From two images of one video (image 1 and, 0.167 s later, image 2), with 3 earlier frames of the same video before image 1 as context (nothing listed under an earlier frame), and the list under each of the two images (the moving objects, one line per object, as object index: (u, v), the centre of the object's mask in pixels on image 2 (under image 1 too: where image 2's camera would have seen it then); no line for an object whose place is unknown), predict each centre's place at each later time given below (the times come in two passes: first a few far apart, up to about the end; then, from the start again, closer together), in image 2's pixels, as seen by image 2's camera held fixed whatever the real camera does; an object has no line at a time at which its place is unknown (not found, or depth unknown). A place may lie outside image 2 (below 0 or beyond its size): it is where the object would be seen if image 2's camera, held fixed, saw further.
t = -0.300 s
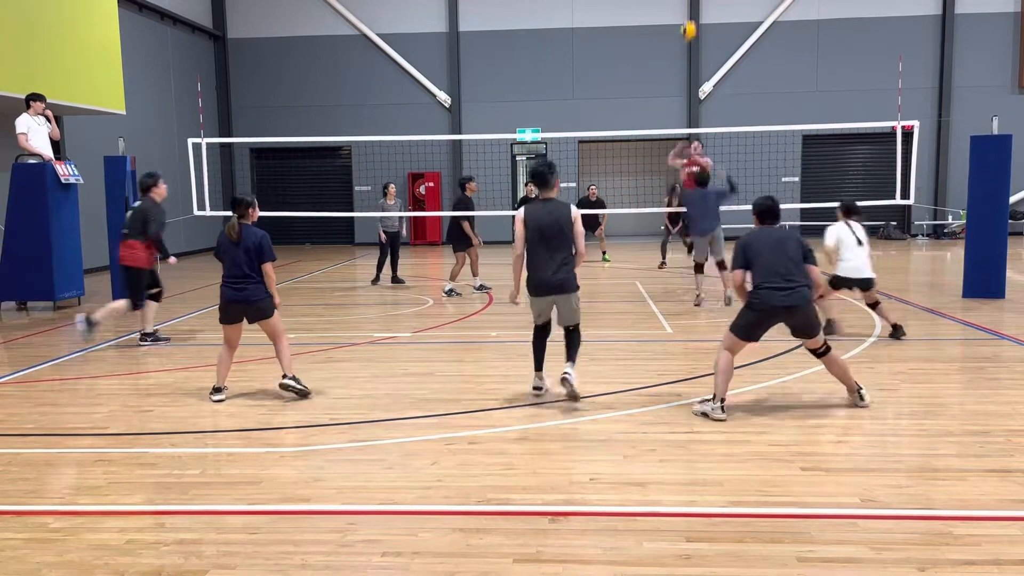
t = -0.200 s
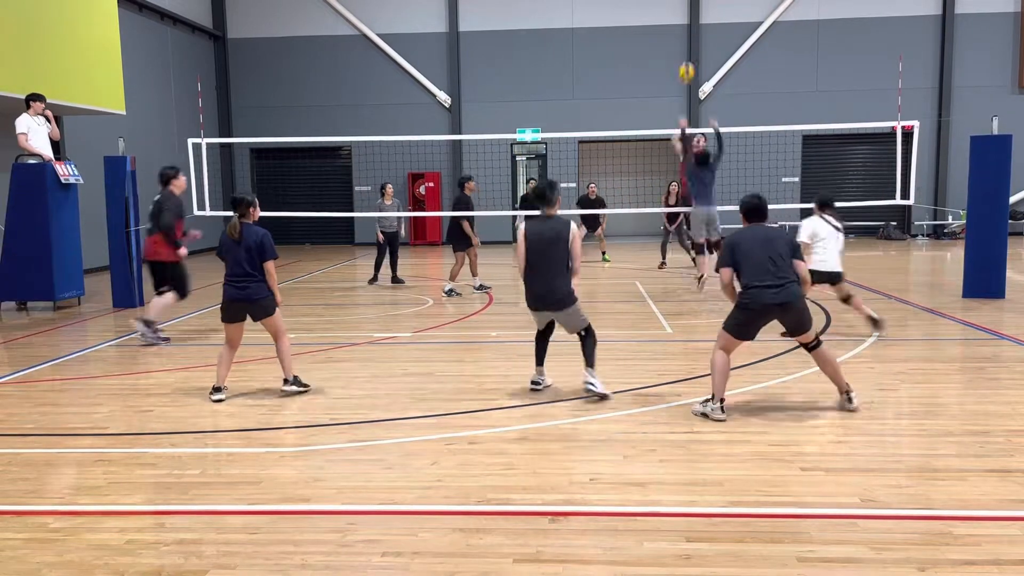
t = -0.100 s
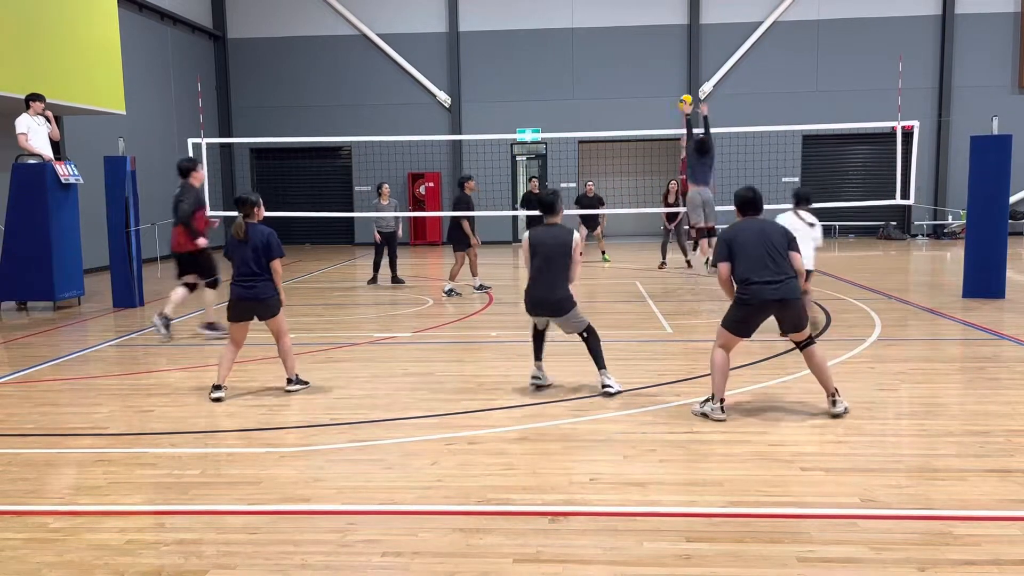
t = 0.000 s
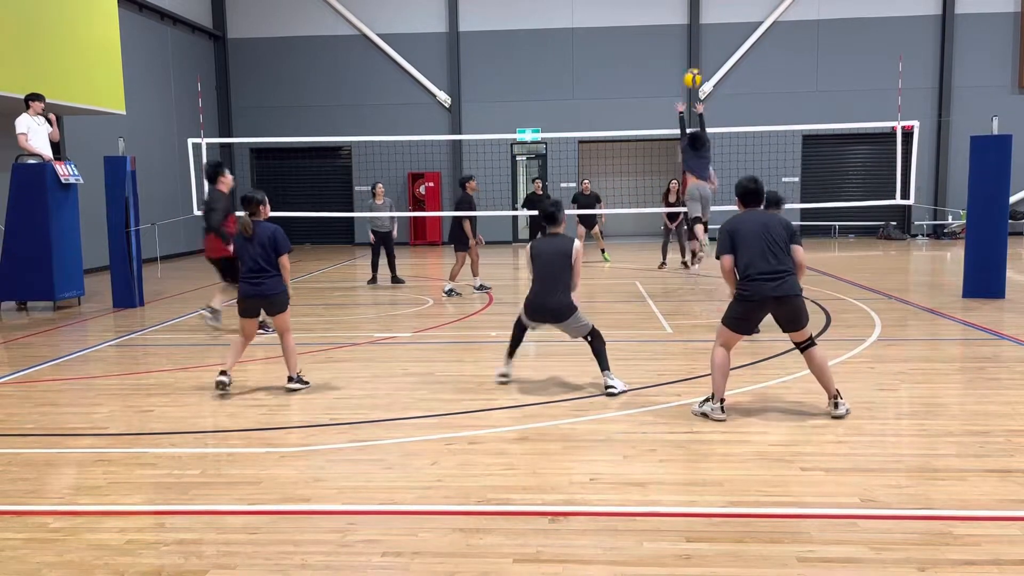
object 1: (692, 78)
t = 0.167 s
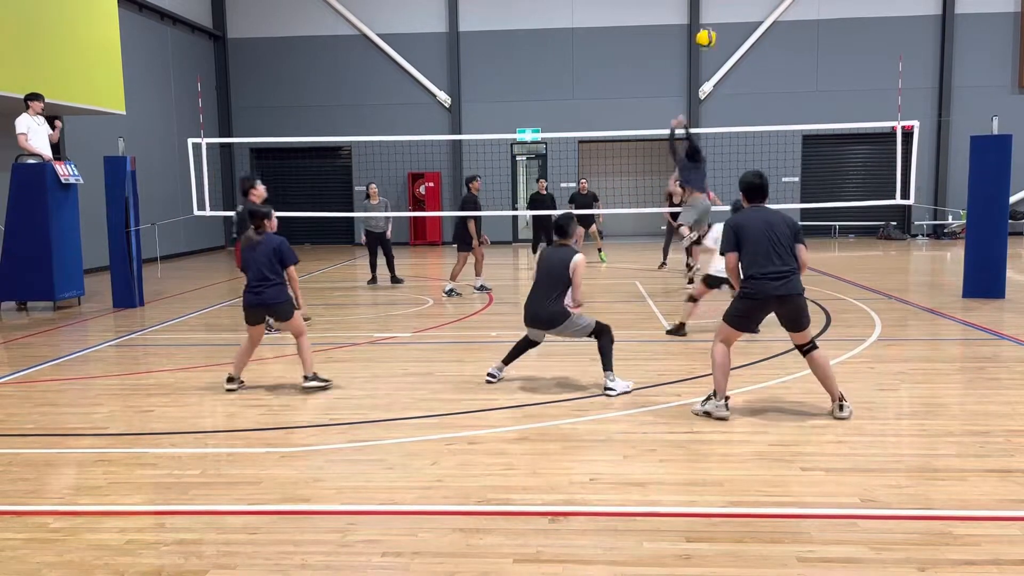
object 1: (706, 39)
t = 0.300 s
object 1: (715, 24)
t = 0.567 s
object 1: (745, 36)
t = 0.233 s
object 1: (709, 32)
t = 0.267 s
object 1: (711, 28)
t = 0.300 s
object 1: (715, 24)
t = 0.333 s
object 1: (719, 20)
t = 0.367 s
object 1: (722, 19)
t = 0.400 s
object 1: (725, 18)
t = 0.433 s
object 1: (729, 19)
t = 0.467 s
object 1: (733, 20)
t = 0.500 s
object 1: (736, 24)
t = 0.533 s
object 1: (740, 29)
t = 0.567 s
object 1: (745, 36)
